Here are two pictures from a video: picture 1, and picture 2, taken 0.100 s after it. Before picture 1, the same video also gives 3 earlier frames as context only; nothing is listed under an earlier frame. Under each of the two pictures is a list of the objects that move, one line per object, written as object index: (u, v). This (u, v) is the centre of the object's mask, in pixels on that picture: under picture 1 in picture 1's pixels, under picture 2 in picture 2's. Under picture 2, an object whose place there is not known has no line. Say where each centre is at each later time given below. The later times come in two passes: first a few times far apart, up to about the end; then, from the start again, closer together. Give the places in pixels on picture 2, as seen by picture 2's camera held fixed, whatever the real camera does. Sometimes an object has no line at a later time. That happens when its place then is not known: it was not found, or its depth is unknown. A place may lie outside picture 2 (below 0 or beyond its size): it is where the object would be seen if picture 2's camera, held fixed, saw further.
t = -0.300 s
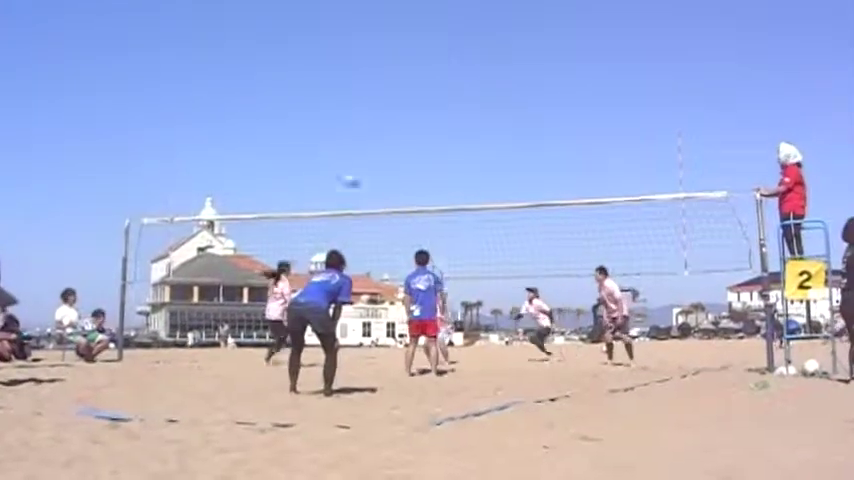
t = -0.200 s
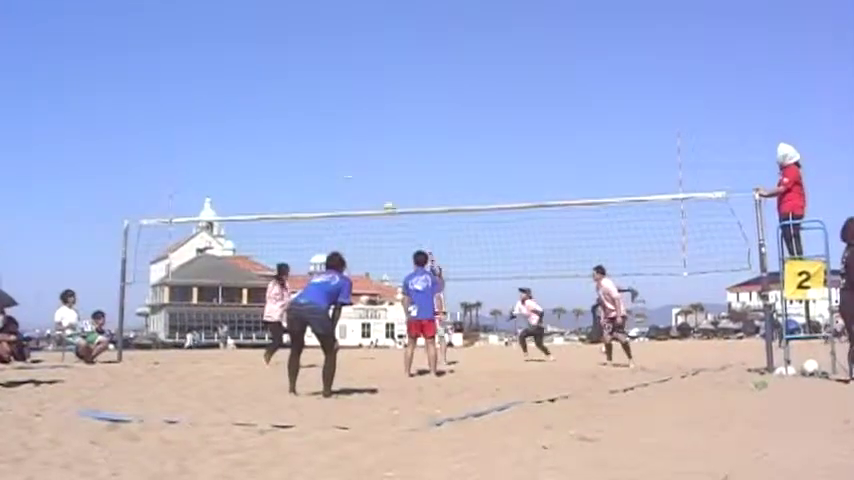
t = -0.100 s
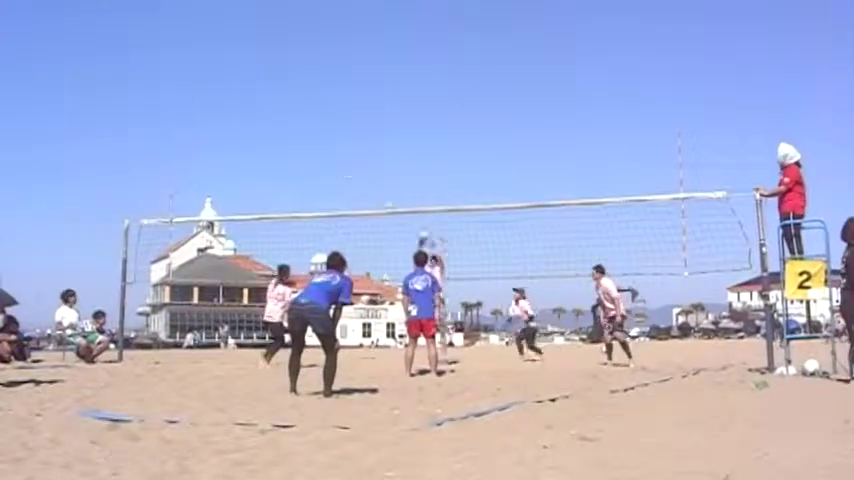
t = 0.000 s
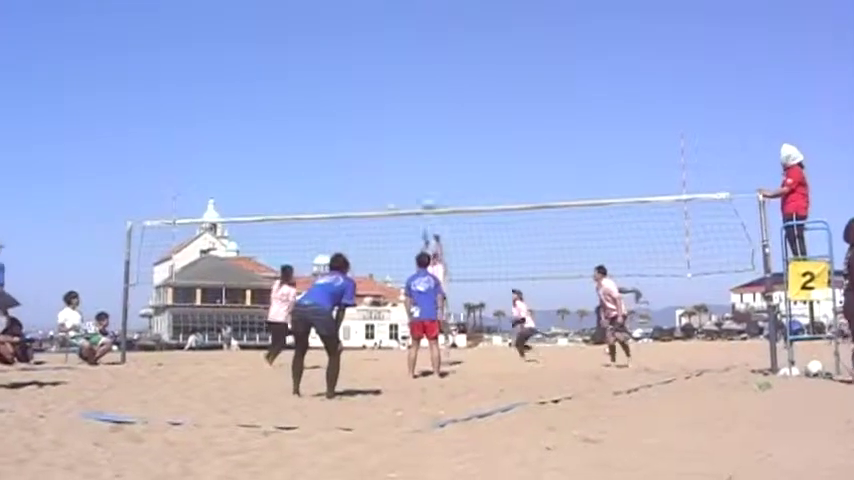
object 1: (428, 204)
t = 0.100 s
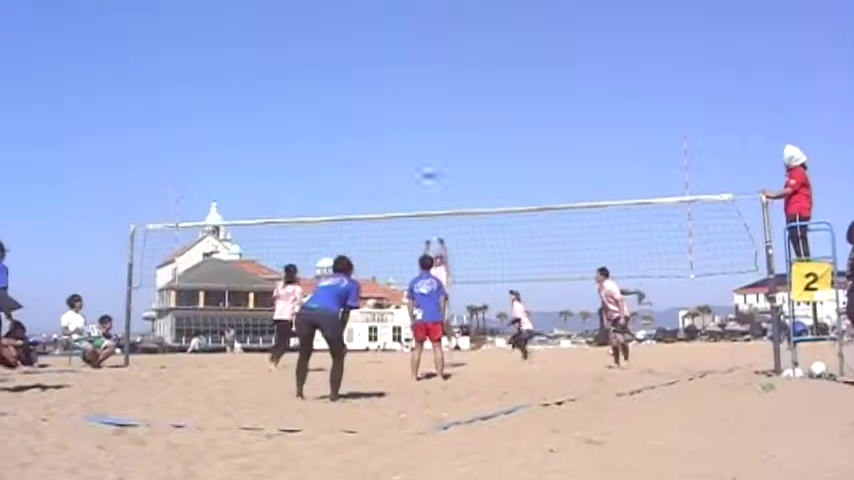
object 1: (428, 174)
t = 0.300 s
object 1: (426, 118)
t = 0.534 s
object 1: (427, 84)
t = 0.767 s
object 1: (429, 76)
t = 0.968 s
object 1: (433, 89)
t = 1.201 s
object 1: (436, 136)
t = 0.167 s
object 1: (428, 151)
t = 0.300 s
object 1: (426, 118)
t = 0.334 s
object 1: (426, 112)
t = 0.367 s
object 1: (426, 106)
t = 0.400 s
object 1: (427, 100)
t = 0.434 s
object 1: (427, 96)
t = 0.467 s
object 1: (426, 91)
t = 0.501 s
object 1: (427, 87)
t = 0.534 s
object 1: (427, 84)
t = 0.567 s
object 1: (427, 81)
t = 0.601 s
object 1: (427, 78)
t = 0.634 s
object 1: (427, 77)
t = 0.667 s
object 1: (428, 76)
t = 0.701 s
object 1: (428, 75)
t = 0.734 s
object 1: (428, 75)
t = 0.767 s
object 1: (429, 76)
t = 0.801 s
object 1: (429, 77)
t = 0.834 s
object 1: (430, 79)
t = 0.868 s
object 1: (429, 80)
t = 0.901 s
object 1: (430, 83)
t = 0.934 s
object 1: (431, 87)
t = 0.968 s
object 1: (433, 89)
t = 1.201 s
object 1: (436, 136)
